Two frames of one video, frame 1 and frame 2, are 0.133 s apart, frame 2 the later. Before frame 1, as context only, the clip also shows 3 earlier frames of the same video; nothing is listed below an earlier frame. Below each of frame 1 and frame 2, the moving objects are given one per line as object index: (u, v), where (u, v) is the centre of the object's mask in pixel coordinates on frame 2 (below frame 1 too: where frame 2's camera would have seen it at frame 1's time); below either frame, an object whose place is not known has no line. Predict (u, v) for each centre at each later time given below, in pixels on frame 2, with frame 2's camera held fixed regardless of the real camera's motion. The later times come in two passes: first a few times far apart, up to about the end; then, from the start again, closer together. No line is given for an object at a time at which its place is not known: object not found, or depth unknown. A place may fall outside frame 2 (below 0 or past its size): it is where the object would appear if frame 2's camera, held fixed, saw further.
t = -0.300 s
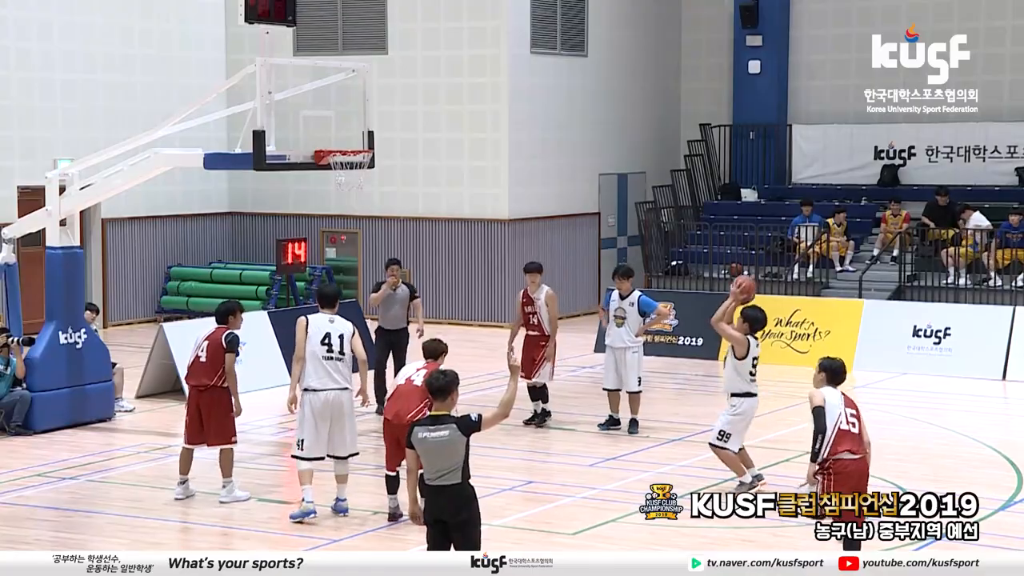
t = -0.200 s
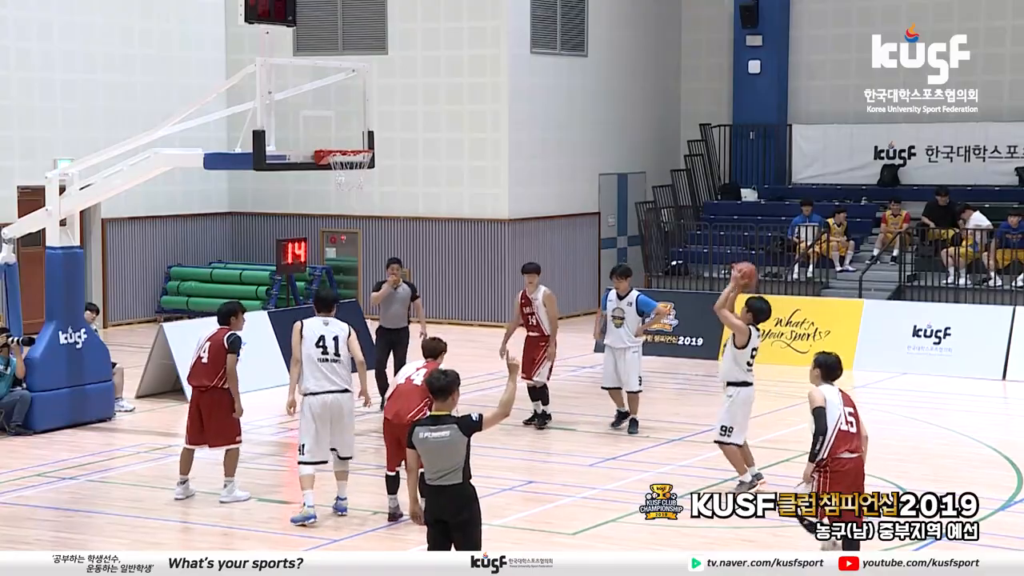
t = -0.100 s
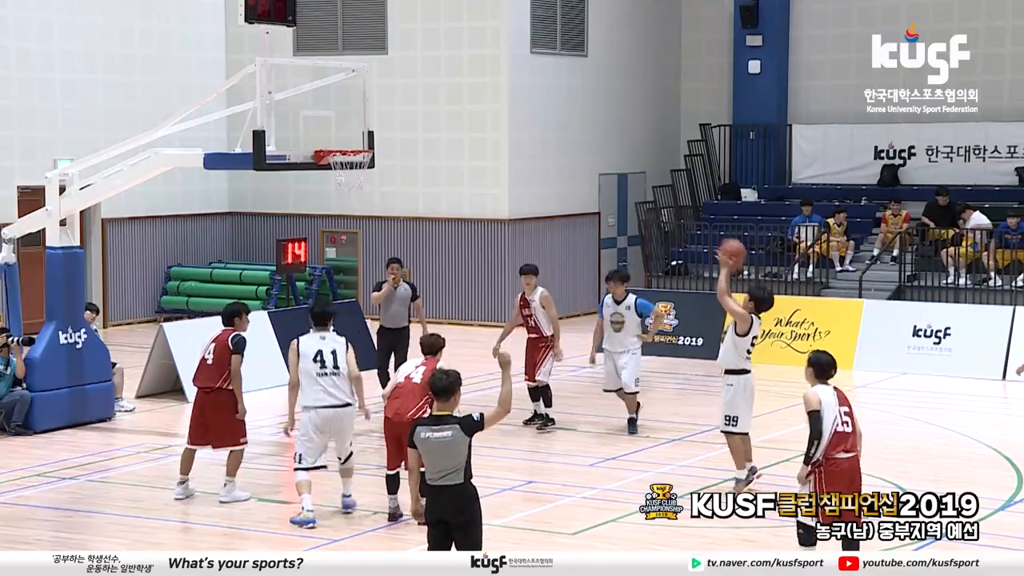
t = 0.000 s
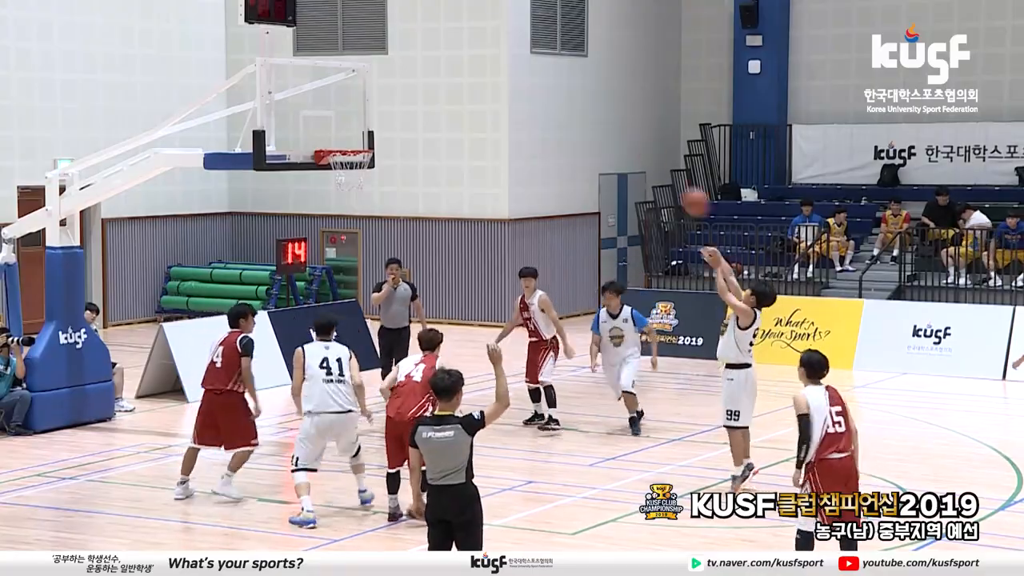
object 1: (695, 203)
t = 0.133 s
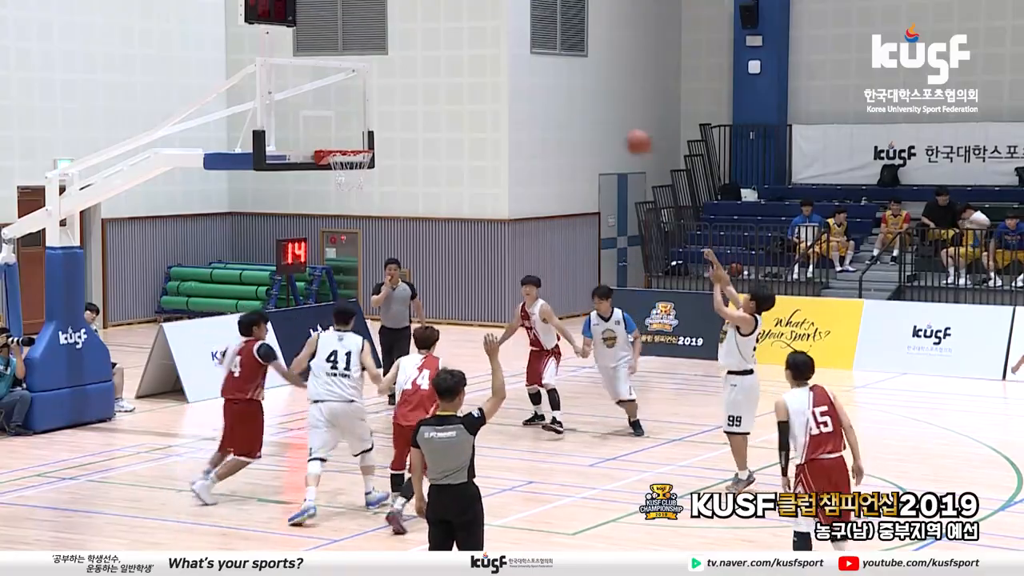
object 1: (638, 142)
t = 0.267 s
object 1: (584, 104)
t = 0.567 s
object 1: (469, 84)
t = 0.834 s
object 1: (374, 141)
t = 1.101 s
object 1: (380, 106)
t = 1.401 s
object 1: (389, 144)
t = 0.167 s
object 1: (625, 131)
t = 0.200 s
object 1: (611, 121)
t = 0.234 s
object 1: (598, 112)
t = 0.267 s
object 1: (584, 104)
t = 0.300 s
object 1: (570, 97)
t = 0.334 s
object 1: (557, 91)
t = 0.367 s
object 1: (544, 87)
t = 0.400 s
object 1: (531, 84)
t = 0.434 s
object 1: (518, 81)
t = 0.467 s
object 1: (506, 80)
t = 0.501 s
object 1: (493, 80)
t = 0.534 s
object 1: (481, 82)
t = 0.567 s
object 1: (469, 84)
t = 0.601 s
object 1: (456, 88)
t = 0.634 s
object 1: (444, 92)
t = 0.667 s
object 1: (432, 99)
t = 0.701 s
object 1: (420, 105)
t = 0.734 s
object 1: (409, 112)
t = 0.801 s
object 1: (385, 131)
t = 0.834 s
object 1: (374, 141)
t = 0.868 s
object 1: (374, 134)
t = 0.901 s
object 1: (375, 127)
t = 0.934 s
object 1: (376, 121)
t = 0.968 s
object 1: (377, 116)
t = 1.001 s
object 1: (378, 112)
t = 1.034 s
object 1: (379, 109)
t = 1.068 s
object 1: (380, 107)
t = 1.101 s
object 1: (380, 106)
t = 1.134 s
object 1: (381, 106)
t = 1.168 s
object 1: (382, 107)
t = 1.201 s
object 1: (383, 109)
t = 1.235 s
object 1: (384, 113)
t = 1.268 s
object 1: (385, 117)
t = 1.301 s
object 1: (386, 122)
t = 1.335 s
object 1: (387, 129)
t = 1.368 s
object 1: (388, 136)
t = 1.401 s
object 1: (389, 144)
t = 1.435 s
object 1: (390, 154)
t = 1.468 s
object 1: (391, 164)
